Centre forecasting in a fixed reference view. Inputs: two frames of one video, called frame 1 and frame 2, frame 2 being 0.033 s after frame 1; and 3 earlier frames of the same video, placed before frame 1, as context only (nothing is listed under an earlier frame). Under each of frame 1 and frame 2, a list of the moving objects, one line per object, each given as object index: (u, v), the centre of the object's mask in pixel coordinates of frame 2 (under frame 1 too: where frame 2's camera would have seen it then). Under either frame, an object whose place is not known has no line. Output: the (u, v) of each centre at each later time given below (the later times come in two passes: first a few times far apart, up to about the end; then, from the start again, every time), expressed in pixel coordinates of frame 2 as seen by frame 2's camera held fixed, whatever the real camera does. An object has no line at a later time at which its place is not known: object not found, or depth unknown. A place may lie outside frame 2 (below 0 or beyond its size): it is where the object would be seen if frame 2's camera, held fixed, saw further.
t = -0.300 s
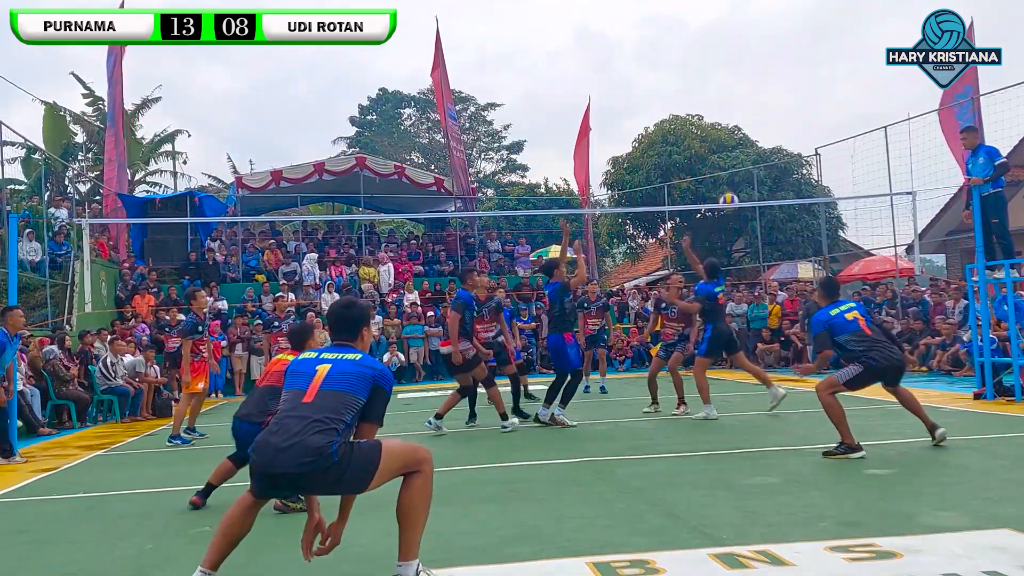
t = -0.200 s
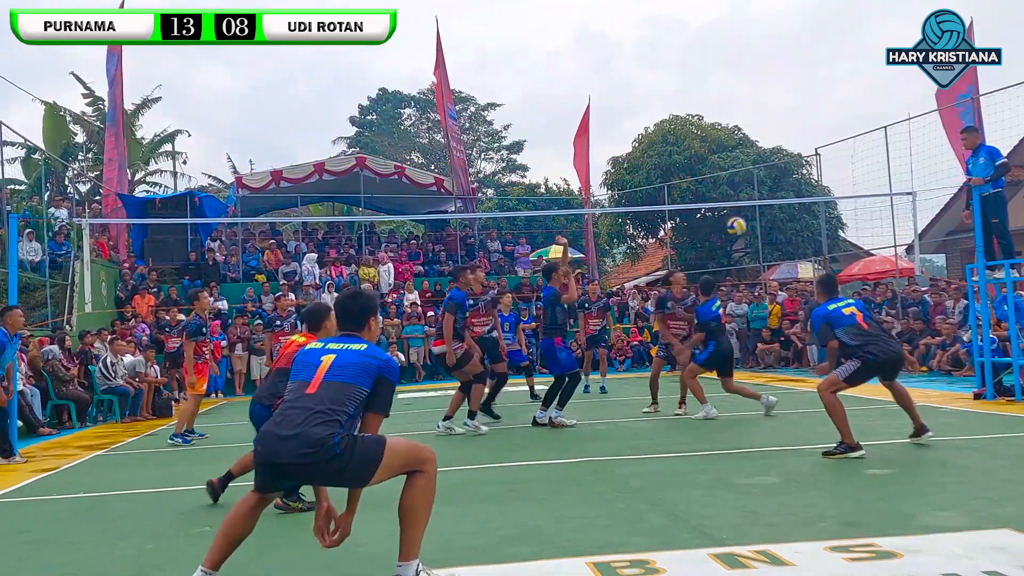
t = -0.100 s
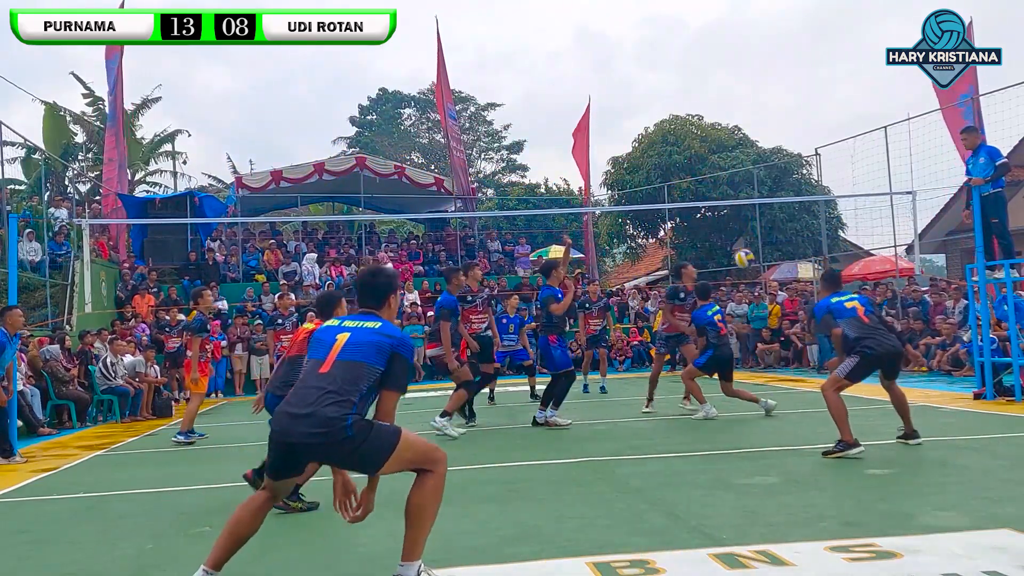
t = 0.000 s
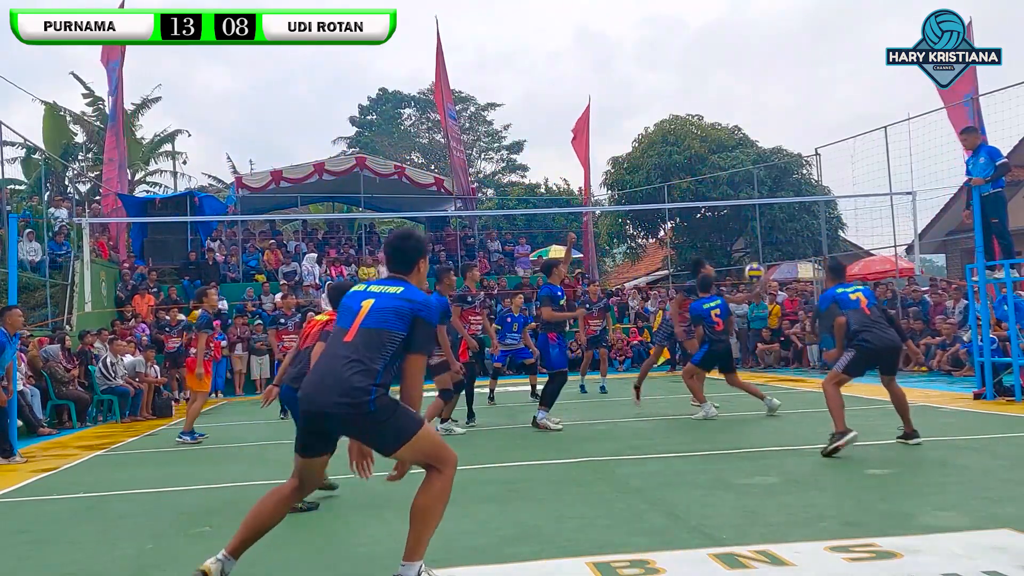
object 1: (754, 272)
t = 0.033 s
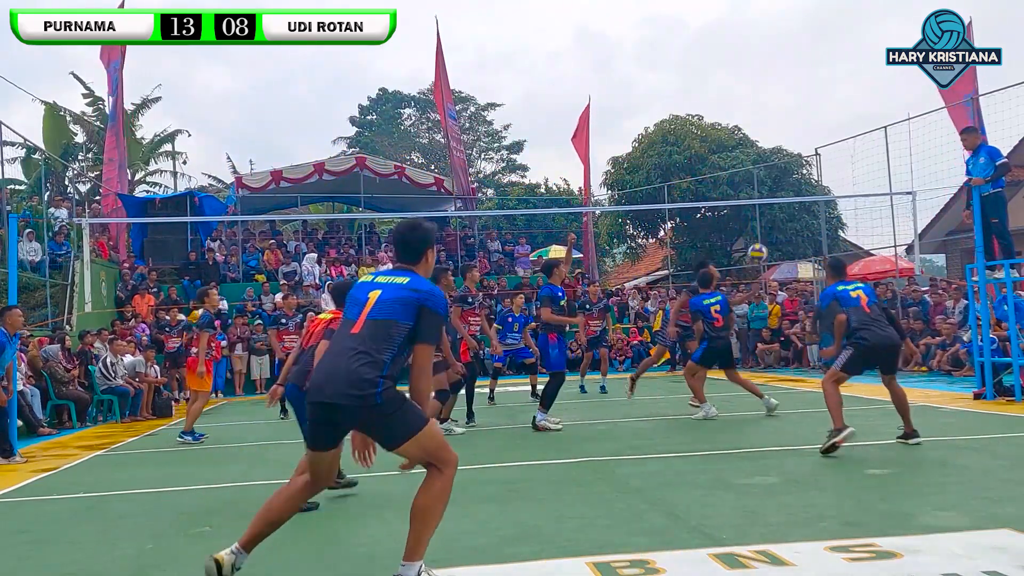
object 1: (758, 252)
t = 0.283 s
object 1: (782, 131)
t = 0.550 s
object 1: (811, 55)
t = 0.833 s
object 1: (846, 39)
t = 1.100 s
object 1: (884, 89)
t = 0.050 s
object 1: (759, 242)
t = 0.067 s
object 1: (761, 233)
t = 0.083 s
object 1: (763, 223)
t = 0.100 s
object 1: (764, 214)
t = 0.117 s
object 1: (766, 205)
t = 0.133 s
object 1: (768, 197)
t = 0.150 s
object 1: (769, 189)
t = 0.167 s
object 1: (771, 181)
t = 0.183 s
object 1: (772, 173)
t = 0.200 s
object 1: (774, 165)
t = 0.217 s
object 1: (775, 157)
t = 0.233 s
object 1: (777, 152)
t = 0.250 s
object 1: (779, 145)
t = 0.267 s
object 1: (780, 137)
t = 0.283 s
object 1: (782, 131)
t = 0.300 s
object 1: (784, 124)
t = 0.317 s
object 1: (785, 118)
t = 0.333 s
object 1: (787, 112)
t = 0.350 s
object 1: (789, 106)
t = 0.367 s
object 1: (790, 101)
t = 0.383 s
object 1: (792, 95)
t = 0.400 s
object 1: (794, 90)
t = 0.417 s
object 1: (796, 85)
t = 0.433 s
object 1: (798, 81)
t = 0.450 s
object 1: (799, 77)
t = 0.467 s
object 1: (801, 73)
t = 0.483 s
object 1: (803, 68)
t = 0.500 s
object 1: (805, 64)
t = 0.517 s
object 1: (807, 61)
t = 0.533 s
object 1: (808, 58)
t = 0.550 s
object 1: (811, 55)
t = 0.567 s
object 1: (812, 52)
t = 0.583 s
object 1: (815, 49)
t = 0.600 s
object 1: (817, 47)
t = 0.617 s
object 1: (819, 45)
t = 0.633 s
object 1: (821, 43)
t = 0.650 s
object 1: (822, 41)
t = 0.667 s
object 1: (825, 40)
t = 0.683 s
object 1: (827, 39)
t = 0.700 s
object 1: (829, 38)
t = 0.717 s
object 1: (831, 37)
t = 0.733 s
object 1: (833, 37)
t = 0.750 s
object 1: (835, 37)
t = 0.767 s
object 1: (838, 37)
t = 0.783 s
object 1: (839, 37)
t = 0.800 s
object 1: (842, 37)
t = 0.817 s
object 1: (844, 38)
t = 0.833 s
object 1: (846, 39)
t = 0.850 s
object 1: (848, 40)
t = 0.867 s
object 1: (850, 42)
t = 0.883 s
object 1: (853, 43)
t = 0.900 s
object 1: (855, 45)
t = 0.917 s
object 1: (857, 48)
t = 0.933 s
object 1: (860, 50)
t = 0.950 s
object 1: (862, 53)
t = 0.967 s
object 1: (864, 56)
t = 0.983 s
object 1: (867, 59)
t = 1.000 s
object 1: (869, 63)
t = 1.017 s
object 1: (871, 67)
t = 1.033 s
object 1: (874, 71)
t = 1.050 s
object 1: (876, 75)
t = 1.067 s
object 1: (879, 79)
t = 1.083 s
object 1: (881, 84)
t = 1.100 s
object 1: (884, 89)
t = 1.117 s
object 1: (886, 94)
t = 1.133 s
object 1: (888, 100)
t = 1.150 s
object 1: (891, 105)
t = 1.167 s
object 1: (893, 112)
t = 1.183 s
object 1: (896, 118)
